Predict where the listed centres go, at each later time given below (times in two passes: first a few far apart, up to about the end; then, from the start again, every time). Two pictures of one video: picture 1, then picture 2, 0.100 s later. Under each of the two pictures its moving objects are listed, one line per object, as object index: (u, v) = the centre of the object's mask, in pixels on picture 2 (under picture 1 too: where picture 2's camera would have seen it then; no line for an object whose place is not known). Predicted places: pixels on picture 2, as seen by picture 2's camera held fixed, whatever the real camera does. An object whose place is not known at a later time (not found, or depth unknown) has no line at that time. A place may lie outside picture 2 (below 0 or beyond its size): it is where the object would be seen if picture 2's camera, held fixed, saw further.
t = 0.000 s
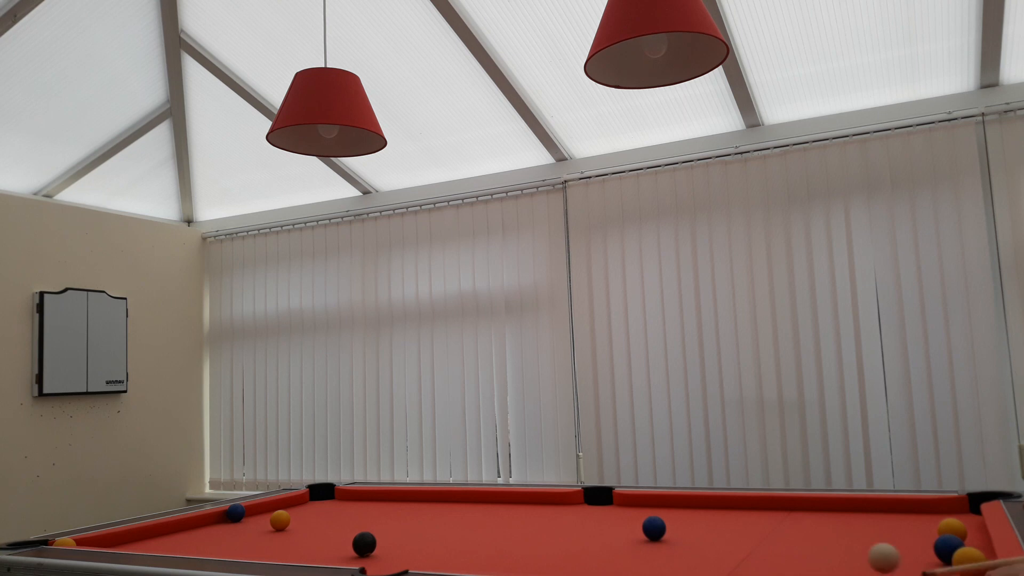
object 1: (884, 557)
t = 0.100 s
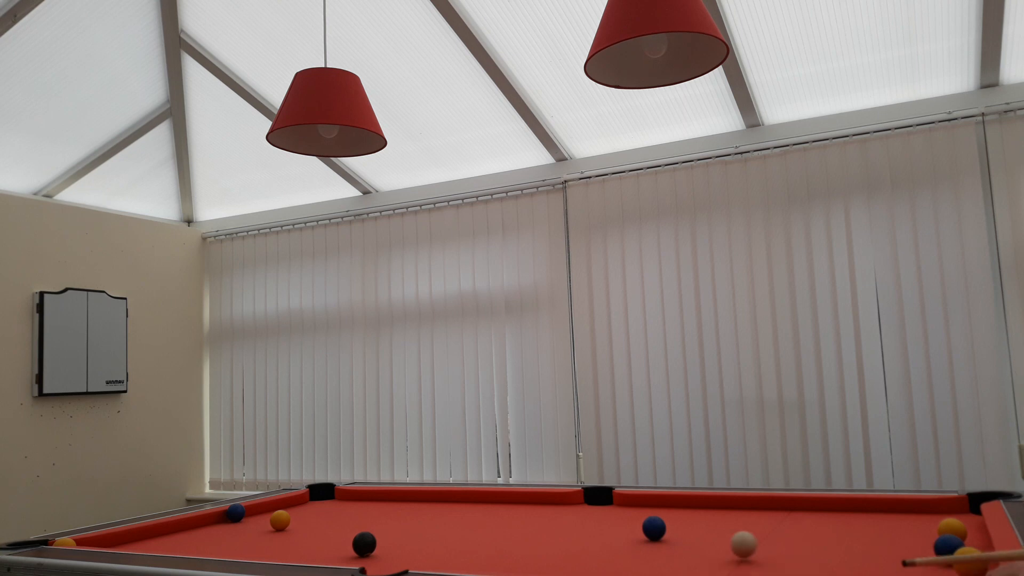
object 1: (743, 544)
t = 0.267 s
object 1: (591, 525)
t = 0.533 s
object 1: (432, 503)
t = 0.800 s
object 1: (310, 496)
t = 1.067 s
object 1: (398, 497)
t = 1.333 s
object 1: (490, 499)
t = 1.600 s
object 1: (590, 502)
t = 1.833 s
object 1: (685, 504)
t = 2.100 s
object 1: (803, 507)
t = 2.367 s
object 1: (934, 510)
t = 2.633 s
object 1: (893, 509)
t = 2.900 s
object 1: (803, 507)
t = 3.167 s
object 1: (723, 506)
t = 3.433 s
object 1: (651, 504)
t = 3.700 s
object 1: (587, 502)
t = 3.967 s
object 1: (530, 500)
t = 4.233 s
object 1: (478, 499)
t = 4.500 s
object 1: (430, 498)
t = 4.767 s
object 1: (387, 497)
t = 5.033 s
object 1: (347, 497)
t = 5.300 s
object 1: (311, 496)
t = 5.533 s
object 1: (337, 494)
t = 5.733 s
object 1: (360, 495)
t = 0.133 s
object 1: (707, 541)
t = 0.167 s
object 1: (675, 536)
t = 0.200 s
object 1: (645, 533)
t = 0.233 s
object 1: (617, 529)
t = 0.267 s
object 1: (591, 525)
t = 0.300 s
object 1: (567, 522)
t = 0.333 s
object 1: (544, 519)
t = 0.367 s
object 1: (523, 516)
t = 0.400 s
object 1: (502, 513)
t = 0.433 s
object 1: (483, 510)
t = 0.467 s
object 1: (465, 508)
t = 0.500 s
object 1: (448, 505)
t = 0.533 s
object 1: (432, 503)
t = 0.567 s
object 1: (417, 501)
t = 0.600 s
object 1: (402, 499)
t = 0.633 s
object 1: (388, 498)
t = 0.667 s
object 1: (374, 496)
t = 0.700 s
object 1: (361, 494)
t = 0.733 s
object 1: (344, 494)
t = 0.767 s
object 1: (326, 496)
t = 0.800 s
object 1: (310, 496)
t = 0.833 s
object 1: (322, 496)
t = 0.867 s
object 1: (334, 497)
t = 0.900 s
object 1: (345, 497)
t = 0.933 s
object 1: (355, 497)
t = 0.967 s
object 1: (366, 497)
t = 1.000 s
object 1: (377, 497)
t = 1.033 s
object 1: (388, 497)
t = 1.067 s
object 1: (398, 497)
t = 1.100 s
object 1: (409, 498)
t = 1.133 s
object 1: (421, 498)
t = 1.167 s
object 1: (432, 498)
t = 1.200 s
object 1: (444, 498)
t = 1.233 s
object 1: (455, 499)
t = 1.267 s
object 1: (466, 499)
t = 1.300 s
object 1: (478, 499)
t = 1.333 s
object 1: (490, 499)
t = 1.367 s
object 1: (502, 500)
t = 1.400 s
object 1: (514, 500)
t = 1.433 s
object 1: (526, 500)
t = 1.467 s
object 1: (539, 500)
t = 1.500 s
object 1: (551, 501)
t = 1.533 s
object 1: (564, 501)
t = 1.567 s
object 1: (577, 501)
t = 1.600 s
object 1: (590, 502)
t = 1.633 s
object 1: (603, 502)
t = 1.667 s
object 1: (616, 502)
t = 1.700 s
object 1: (630, 503)
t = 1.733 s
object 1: (643, 503)
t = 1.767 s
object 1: (657, 503)
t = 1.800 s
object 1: (671, 504)
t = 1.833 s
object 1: (685, 504)
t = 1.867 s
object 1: (699, 505)
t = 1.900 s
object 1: (714, 505)
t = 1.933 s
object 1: (728, 505)
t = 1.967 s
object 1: (743, 506)
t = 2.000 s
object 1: (758, 506)
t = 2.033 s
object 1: (773, 507)
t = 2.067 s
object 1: (788, 507)
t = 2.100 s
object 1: (803, 507)
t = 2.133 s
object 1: (819, 508)
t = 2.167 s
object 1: (835, 508)
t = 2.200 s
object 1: (851, 508)
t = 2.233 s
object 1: (867, 509)
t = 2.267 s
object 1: (884, 509)
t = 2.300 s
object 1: (900, 509)
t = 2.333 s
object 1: (917, 510)
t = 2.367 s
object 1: (934, 510)
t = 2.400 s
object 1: (951, 509)
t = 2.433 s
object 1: (969, 511)
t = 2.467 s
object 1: (956, 509)
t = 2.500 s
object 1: (941, 509)
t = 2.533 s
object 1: (929, 510)
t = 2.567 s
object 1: (917, 510)
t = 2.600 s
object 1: (905, 510)
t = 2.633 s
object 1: (893, 509)
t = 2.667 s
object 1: (881, 509)
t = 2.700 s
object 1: (869, 509)
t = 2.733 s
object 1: (858, 508)
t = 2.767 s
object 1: (846, 508)
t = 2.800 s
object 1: (835, 508)
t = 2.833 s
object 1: (824, 508)
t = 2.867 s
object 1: (813, 508)
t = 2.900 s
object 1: (803, 507)
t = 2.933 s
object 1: (792, 507)
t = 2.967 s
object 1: (782, 507)
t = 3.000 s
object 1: (772, 507)
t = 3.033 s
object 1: (762, 507)
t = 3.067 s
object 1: (752, 506)
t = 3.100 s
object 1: (742, 506)
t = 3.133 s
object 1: (732, 506)
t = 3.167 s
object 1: (723, 506)
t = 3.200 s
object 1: (714, 505)
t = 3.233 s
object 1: (704, 505)
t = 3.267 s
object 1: (695, 505)
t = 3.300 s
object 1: (686, 504)
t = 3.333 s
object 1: (677, 504)
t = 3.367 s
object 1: (669, 504)
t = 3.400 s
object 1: (660, 504)
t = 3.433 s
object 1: (651, 504)
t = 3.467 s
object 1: (643, 503)
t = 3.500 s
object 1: (635, 503)
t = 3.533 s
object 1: (627, 503)
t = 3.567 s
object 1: (619, 502)
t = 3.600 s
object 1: (611, 502)
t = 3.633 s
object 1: (603, 502)
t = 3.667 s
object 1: (595, 502)
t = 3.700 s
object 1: (587, 502)
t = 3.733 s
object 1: (580, 502)
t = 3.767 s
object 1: (573, 501)
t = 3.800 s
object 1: (565, 501)
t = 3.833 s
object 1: (558, 501)
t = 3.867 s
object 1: (551, 501)
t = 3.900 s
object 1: (544, 501)
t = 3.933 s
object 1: (537, 501)
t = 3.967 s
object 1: (530, 500)
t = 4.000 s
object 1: (523, 500)
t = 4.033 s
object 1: (516, 500)
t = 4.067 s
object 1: (510, 500)
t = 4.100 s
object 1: (503, 500)
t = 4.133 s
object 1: (497, 499)
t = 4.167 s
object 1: (490, 499)
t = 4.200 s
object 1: (484, 499)
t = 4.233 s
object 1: (478, 499)
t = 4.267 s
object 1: (472, 499)
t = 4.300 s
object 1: (465, 499)
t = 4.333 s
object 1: (459, 499)
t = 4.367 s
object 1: (454, 499)
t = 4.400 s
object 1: (448, 498)
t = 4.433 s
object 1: (442, 498)
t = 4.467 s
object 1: (436, 498)
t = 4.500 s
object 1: (430, 498)
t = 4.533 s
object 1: (425, 498)
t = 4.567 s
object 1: (419, 498)
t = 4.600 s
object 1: (414, 498)
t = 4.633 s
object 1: (408, 498)
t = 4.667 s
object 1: (403, 498)
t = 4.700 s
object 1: (397, 498)
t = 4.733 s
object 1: (392, 497)
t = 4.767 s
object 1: (387, 497)
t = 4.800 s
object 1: (382, 497)
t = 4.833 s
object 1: (377, 497)
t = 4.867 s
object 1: (372, 497)
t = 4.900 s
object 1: (367, 497)
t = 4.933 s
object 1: (362, 497)
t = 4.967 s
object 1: (357, 497)
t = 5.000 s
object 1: (352, 497)
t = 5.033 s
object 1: (347, 497)
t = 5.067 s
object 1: (342, 496)
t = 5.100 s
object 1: (338, 497)
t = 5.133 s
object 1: (333, 496)
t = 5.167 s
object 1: (329, 497)
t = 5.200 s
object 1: (324, 496)
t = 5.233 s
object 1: (320, 496)
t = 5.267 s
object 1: (315, 496)
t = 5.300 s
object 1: (311, 496)
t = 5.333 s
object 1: (314, 496)
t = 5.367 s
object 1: (318, 496)
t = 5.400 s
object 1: (322, 496)
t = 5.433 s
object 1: (325, 495)
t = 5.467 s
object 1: (330, 495)
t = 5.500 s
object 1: (333, 495)
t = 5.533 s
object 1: (337, 494)
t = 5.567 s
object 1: (341, 494)
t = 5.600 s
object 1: (343, 495)
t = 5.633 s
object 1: (348, 494)
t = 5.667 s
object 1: (352, 494)
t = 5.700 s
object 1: (356, 495)
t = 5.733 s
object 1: (360, 495)
